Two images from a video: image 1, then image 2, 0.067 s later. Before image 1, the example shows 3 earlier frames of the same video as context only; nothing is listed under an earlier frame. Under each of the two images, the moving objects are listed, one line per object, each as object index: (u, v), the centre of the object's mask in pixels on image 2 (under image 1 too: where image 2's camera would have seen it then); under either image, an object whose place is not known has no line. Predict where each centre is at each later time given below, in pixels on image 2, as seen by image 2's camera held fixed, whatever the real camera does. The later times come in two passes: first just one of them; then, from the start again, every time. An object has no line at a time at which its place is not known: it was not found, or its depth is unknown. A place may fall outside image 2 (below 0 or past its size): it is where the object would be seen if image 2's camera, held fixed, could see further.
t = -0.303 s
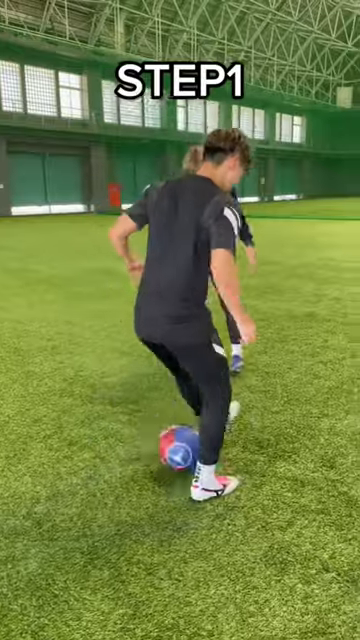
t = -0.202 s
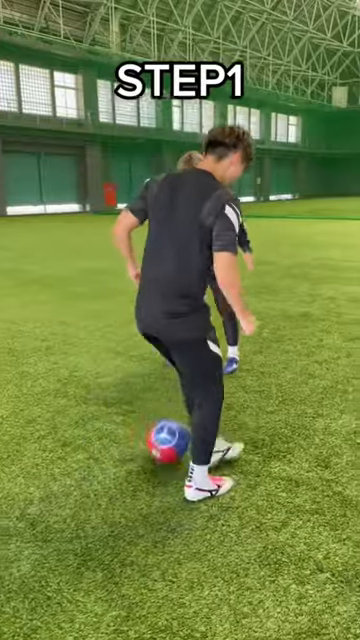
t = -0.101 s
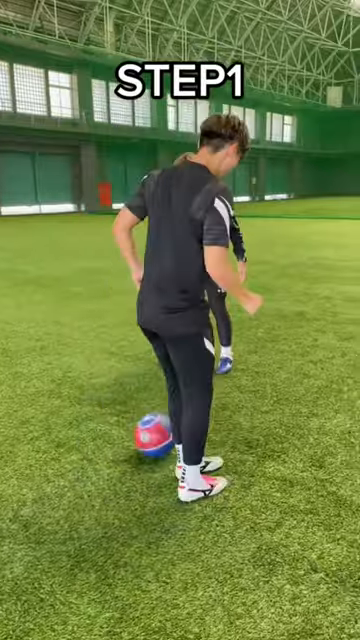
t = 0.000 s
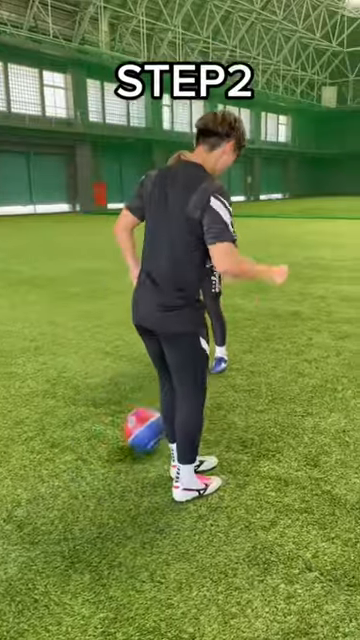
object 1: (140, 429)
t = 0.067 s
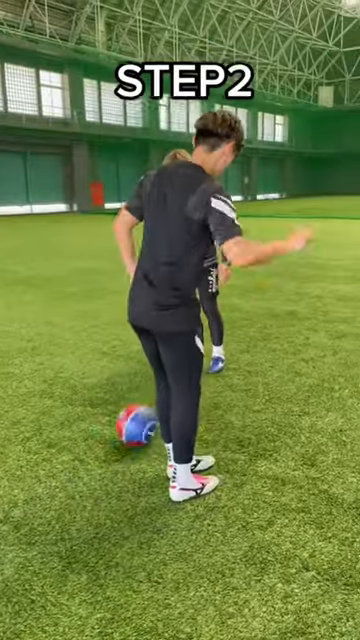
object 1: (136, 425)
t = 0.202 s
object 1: (128, 417)
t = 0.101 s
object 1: (134, 423)
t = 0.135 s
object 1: (132, 421)
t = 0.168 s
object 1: (130, 419)
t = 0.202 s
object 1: (128, 417)
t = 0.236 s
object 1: (126, 416)
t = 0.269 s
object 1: (124, 414)
